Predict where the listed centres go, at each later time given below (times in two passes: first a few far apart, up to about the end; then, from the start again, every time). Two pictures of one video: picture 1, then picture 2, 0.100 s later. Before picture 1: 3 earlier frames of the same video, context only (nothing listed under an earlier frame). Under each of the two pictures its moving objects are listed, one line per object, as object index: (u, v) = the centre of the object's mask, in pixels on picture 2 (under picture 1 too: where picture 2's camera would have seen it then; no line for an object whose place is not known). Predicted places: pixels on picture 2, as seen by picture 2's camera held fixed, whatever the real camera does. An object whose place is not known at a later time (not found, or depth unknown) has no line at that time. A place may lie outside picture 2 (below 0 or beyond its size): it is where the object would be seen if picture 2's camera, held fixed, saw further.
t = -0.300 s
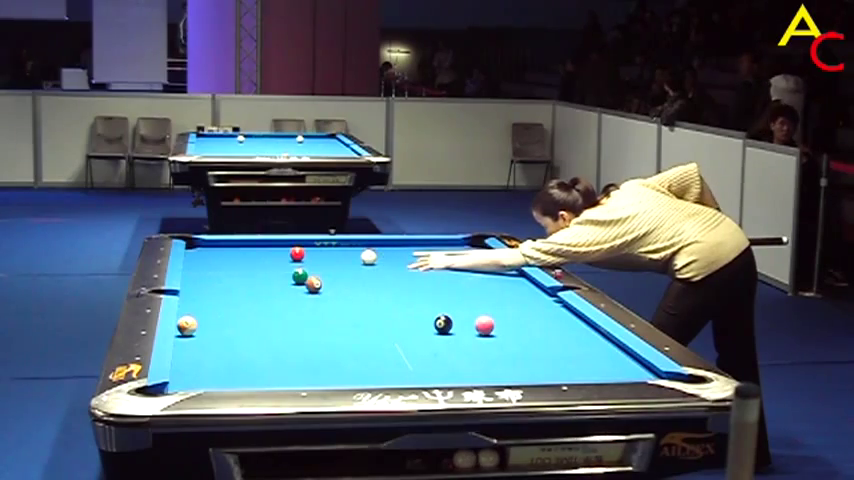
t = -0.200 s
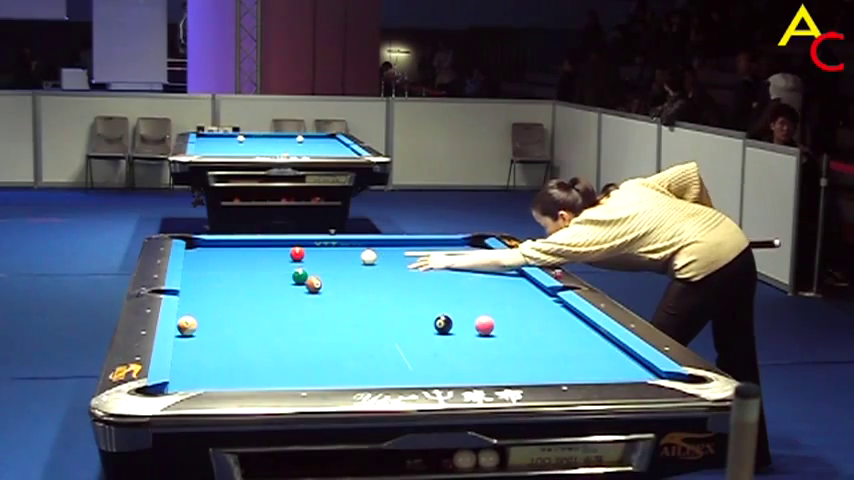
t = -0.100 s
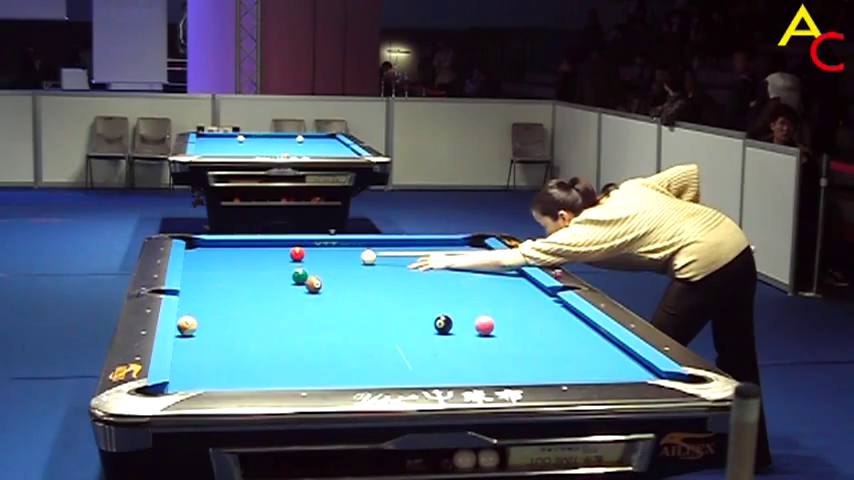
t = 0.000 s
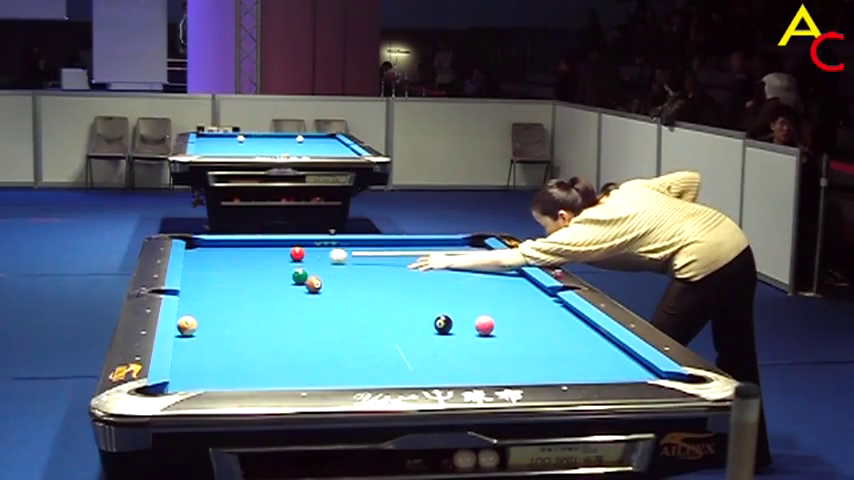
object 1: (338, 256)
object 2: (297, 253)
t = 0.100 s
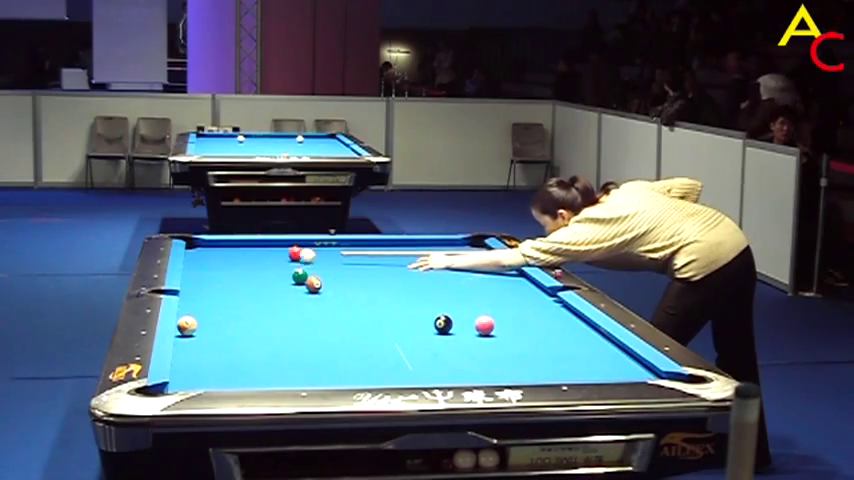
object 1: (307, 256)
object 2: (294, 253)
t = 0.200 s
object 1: (293, 257)
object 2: (277, 251)
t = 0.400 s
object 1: (260, 259)
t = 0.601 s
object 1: (227, 262)
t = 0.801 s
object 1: (194, 264)
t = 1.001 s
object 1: (208, 264)
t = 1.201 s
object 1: (228, 264)
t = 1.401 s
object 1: (247, 265)
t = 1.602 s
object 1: (266, 265)
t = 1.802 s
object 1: (284, 265)
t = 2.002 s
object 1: (301, 264)
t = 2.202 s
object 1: (318, 266)
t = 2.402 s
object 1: (332, 266)
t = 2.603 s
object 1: (347, 266)
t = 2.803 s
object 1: (360, 267)
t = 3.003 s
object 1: (373, 267)
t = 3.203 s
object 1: (385, 267)
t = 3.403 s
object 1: (396, 267)
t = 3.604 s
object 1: (407, 267)
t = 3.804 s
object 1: (417, 267)
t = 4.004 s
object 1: (426, 267)
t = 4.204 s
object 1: (434, 267)
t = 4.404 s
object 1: (441, 267)
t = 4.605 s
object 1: (448, 267)
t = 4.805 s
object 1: (454, 267)
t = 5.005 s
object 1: (459, 267)
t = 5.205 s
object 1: (463, 267)
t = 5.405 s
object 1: (466, 267)
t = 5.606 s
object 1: (468, 267)
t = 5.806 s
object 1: (470, 267)
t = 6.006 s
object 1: (471, 266)
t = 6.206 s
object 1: (471, 266)
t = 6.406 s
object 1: (471, 266)
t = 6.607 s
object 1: (471, 266)
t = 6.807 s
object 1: (471, 266)
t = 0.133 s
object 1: (303, 256)
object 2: (288, 252)
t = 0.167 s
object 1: (298, 256)
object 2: (282, 252)
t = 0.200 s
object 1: (293, 257)
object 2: (277, 251)
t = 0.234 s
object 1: (287, 257)
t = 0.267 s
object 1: (282, 257)
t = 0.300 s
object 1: (276, 258)
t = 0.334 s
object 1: (271, 258)
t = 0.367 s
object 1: (265, 258)
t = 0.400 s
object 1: (260, 259)
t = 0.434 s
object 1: (255, 259)
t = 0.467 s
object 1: (249, 260)
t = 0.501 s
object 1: (243, 260)
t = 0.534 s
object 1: (238, 260)
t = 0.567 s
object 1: (232, 261)
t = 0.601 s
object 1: (227, 262)
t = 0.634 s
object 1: (221, 262)
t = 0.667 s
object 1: (216, 262)
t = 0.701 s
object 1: (210, 262)
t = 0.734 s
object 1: (205, 262)
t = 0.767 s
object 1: (199, 263)
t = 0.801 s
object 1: (194, 264)
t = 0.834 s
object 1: (191, 264)
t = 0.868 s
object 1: (194, 264)
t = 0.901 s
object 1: (197, 264)
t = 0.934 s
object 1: (201, 264)
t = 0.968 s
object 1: (204, 264)
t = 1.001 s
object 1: (208, 264)
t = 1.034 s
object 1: (211, 264)
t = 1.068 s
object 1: (215, 264)
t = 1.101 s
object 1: (218, 264)
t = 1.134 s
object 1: (221, 264)
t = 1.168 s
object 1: (225, 264)
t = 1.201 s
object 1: (228, 264)
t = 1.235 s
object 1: (231, 265)
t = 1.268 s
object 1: (235, 265)
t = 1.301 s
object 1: (238, 265)
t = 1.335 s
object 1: (241, 265)
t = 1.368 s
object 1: (244, 265)
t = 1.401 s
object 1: (247, 265)
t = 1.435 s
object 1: (251, 265)
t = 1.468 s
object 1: (254, 265)
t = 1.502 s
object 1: (257, 265)
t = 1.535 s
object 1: (260, 265)
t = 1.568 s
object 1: (263, 265)
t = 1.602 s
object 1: (266, 265)
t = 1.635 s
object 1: (269, 265)
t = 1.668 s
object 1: (272, 265)
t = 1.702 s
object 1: (275, 265)
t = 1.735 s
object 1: (278, 265)
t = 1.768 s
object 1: (281, 265)
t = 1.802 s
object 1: (284, 265)
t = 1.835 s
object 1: (287, 265)
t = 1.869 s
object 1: (289, 265)
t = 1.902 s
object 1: (292, 265)
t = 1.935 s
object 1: (295, 264)
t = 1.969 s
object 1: (298, 264)
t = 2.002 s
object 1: (301, 264)
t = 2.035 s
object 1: (304, 264)
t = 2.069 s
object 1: (307, 264)
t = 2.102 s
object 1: (309, 265)
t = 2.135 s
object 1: (312, 265)
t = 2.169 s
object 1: (314, 265)
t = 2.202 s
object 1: (318, 266)
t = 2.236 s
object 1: (320, 266)
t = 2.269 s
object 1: (323, 266)
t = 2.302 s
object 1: (325, 266)
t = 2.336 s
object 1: (327, 266)
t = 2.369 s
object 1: (330, 266)
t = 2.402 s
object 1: (332, 266)
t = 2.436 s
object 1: (335, 266)
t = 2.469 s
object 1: (337, 266)
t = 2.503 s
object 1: (340, 266)
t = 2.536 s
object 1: (342, 266)
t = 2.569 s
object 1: (344, 266)
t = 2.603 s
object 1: (347, 266)
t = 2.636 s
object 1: (349, 266)
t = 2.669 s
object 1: (351, 266)
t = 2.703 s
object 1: (354, 266)
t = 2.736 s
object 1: (356, 267)
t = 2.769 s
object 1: (358, 267)
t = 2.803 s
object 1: (360, 267)
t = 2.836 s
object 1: (362, 267)
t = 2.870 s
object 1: (365, 266)
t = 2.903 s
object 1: (367, 267)
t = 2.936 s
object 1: (369, 266)
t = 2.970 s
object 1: (371, 267)
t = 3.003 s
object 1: (373, 267)
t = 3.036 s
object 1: (375, 267)
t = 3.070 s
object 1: (377, 267)
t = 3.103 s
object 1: (379, 267)
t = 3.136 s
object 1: (381, 267)
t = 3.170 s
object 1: (383, 267)
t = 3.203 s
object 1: (385, 267)
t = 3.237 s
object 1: (387, 267)
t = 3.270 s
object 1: (389, 267)
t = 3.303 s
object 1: (391, 267)
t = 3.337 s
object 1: (393, 267)
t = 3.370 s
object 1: (395, 267)
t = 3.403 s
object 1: (396, 267)
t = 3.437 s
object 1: (398, 267)
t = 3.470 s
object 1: (400, 267)
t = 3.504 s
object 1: (402, 267)
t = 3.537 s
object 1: (404, 267)
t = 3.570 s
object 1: (405, 267)
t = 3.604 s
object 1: (407, 267)
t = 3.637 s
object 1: (409, 267)
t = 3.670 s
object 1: (410, 267)
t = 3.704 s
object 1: (412, 267)
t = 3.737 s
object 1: (414, 267)
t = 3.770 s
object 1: (415, 267)
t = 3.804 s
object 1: (417, 267)
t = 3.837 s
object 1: (418, 267)
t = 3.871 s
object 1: (420, 267)
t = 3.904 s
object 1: (421, 267)
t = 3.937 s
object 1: (423, 267)
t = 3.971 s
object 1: (424, 267)
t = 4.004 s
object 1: (426, 267)
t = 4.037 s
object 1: (427, 267)
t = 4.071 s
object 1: (429, 267)
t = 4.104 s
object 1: (430, 267)
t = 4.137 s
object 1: (431, 267)
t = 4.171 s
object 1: (433, 267)
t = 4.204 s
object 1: (434, 267)
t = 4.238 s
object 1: (435, 267)
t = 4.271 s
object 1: (437, 267)
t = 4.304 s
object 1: (438, 267)
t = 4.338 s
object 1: (439, 267)
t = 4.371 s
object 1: (440, 267)
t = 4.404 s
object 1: (441, 267)
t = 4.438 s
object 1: (443, 267)
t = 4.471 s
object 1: (444, 267)
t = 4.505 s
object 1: (445, 267)
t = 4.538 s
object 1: (446, 267)
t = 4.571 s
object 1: (447, 267)
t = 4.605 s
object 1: (448, 267)
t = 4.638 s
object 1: (449, 267)
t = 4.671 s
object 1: (450, 267)
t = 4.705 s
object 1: (451, 267)
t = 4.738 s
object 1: (452, 267)
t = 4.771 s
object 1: (453, 267)
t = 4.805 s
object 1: (454, 267)
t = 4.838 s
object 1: (455, 267)
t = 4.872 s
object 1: (456, 267)
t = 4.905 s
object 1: (456, 267)
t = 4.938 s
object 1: (458, 267)
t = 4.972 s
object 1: (458, 267)
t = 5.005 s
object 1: (459, 267)
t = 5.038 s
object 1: (460, 267)
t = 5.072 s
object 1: (460, 267)
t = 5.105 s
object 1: (461, 267)
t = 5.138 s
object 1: (462, 267)
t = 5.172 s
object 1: (462, 267)
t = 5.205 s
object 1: (463, 267)
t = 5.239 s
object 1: (463, 267)
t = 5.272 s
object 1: (464, 267)
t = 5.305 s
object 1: (464, 267)
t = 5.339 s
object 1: (465, 267)
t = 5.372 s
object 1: (466, 267)
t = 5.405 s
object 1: (466, 267)
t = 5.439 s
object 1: (467, 267)
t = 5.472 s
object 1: (467, 267)
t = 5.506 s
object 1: (468, 267)
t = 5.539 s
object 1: (468, 267)
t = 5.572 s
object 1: (468, 267)
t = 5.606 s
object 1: (468, 267)
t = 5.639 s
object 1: (469, 267)
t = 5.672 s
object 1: (469, 266)
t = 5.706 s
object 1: (470, 267)
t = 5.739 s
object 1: (470, 266)
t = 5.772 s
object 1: (470, 267)
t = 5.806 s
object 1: (470, 267)
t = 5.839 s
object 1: (470, 266)
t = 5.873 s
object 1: (470, 266)
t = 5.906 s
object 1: (471, 266)
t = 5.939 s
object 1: (471, 266)
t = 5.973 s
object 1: (471, 266)
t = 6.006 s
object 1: (471, 266)
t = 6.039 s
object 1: (471, 266)
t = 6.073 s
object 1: (471, 266)
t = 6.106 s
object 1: (471, 266)
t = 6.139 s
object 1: (471, 266)
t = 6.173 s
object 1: (471, 266)
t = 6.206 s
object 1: (471, 266)
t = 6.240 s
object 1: (471, 266)
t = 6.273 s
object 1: (471, 266)
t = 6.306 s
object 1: (471, 266)
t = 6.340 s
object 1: (471, 267)
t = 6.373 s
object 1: (471, 266)
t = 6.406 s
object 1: (471, 266)
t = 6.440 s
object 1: (471, 266)
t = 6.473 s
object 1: (471, 266)
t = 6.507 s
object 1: (471, 266)
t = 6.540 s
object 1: (471, 266)
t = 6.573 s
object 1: (471, 266)
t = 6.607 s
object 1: (471, 266)
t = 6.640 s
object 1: (471, 267)
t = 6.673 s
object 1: (471, 266)
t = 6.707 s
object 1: (471, 266)
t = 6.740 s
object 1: (471, 266)
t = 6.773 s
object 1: (471, 266)
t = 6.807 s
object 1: (471, 266)
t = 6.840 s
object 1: (471, 266)
